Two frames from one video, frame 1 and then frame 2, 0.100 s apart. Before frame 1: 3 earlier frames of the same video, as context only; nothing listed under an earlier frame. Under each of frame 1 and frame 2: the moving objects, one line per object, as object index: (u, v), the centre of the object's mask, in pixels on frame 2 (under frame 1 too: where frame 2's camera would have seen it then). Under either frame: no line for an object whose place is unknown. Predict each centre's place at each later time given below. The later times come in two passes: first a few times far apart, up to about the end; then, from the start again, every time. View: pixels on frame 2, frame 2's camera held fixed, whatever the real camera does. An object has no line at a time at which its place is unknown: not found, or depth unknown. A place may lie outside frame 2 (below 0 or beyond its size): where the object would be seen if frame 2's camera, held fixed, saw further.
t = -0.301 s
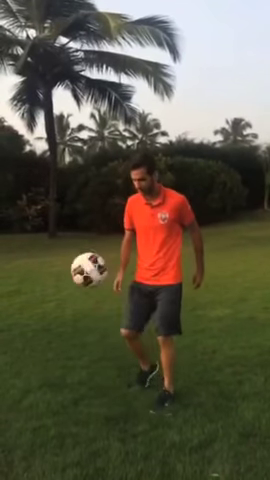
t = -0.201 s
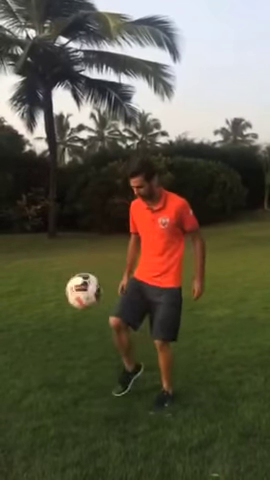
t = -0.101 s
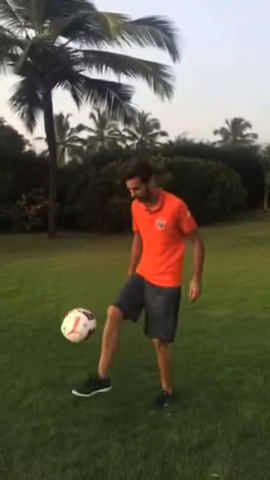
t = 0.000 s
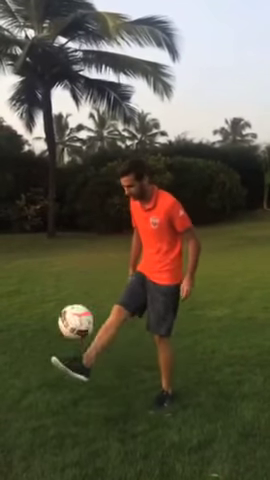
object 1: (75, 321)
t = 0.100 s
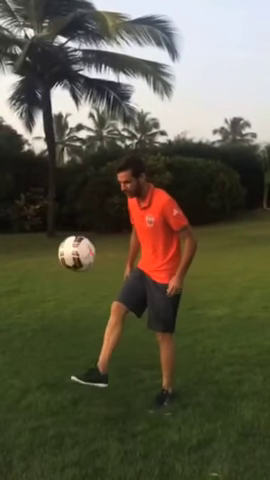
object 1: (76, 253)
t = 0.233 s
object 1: (79, 181)
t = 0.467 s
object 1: (86, 117)
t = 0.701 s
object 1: (97, 154)
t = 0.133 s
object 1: (77, 232)
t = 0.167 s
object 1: (78, 214)
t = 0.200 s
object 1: (78, 197)
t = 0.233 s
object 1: (79, 181)
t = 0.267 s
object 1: (79, 166)
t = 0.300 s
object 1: (80, 154)
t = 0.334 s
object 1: (80, 145)
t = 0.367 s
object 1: (81, 134)
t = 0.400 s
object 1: (81, 128)
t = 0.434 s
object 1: (83, 122)
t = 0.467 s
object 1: (86, 117)
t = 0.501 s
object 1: (87, 115)
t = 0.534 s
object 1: (87, 117)
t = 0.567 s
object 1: (87, 121)
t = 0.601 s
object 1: (90, 124)
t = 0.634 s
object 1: (93, 131)
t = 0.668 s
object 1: (96, 141)
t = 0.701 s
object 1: (97, 154)
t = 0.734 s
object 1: (99, 168)
